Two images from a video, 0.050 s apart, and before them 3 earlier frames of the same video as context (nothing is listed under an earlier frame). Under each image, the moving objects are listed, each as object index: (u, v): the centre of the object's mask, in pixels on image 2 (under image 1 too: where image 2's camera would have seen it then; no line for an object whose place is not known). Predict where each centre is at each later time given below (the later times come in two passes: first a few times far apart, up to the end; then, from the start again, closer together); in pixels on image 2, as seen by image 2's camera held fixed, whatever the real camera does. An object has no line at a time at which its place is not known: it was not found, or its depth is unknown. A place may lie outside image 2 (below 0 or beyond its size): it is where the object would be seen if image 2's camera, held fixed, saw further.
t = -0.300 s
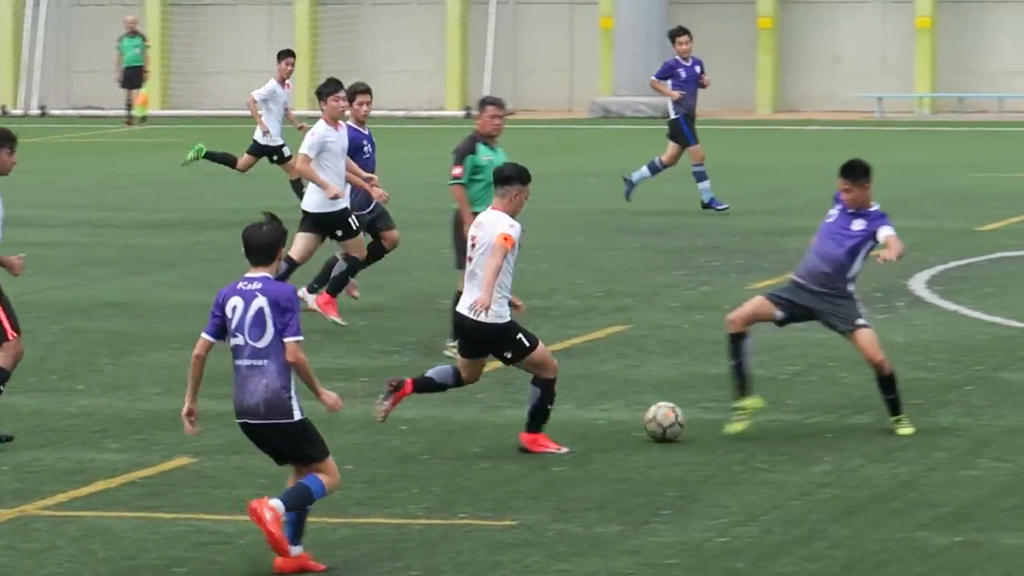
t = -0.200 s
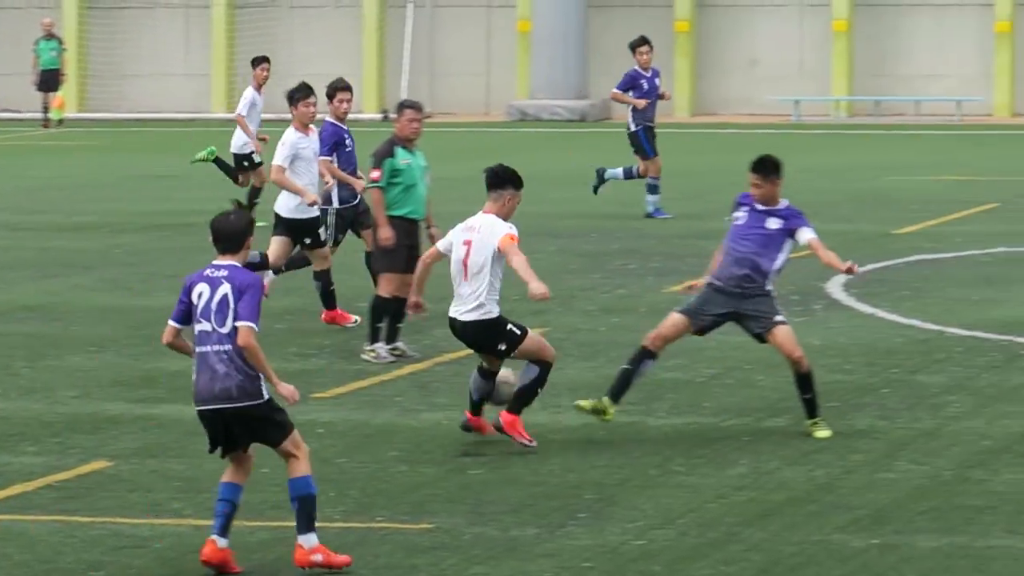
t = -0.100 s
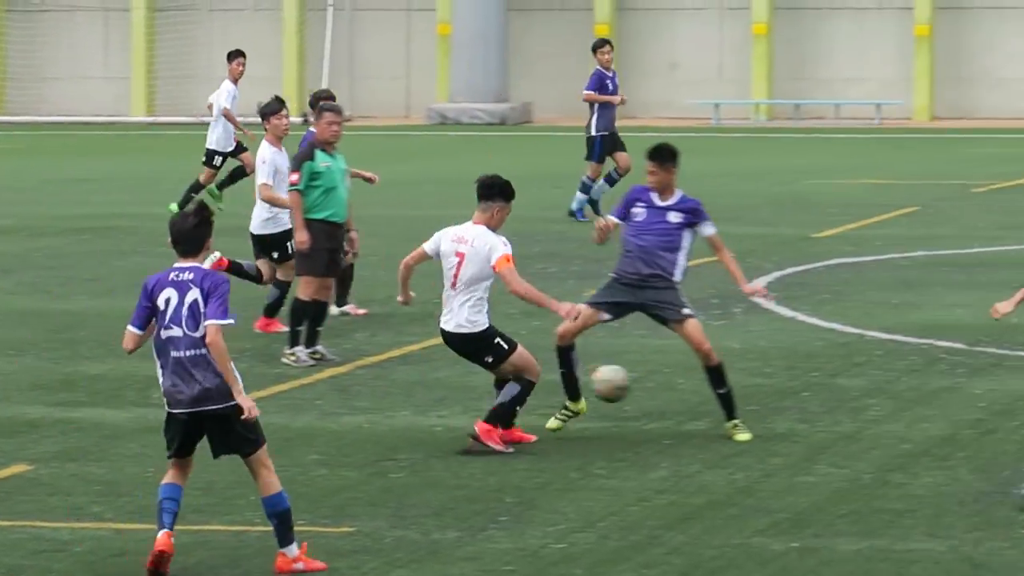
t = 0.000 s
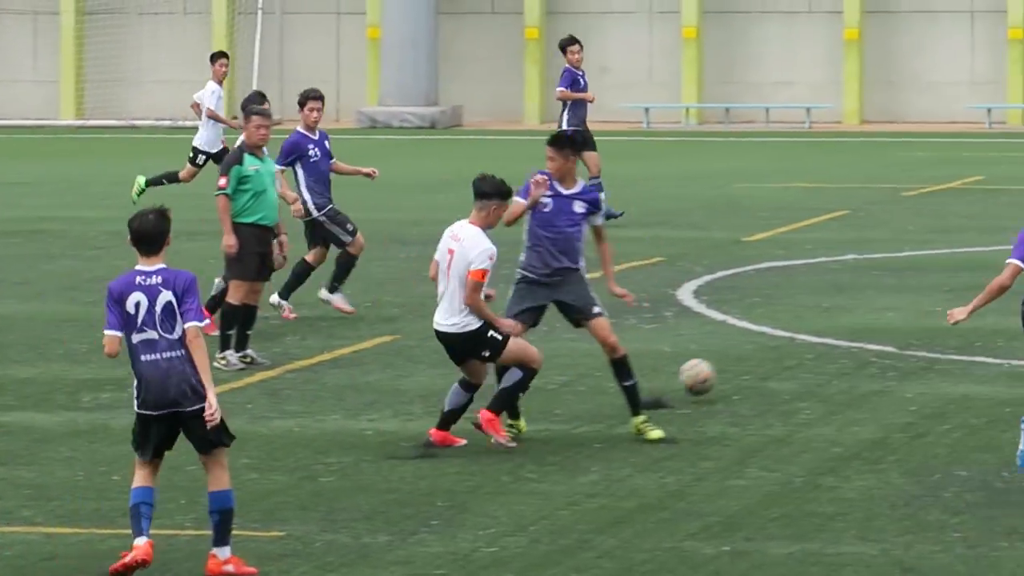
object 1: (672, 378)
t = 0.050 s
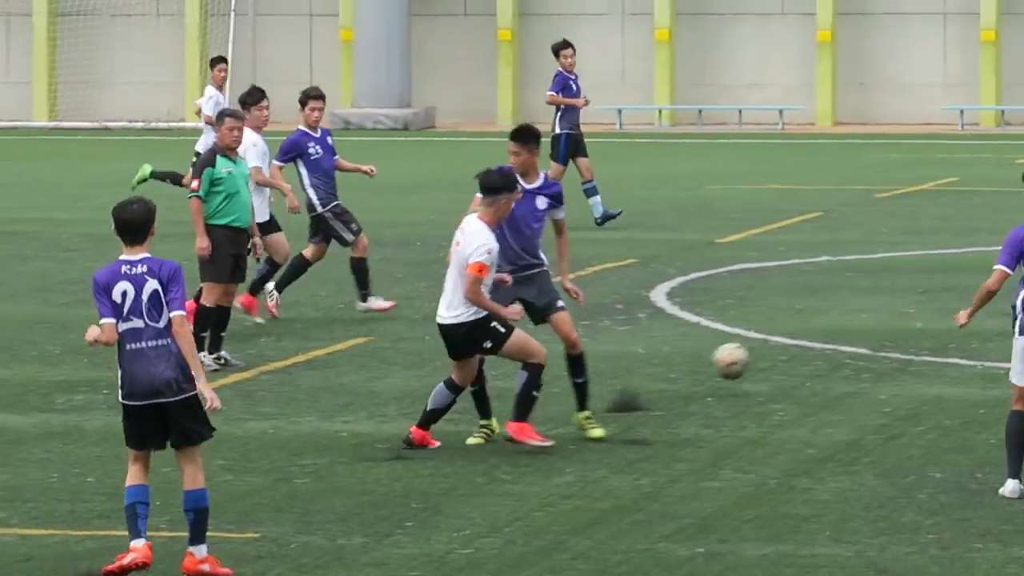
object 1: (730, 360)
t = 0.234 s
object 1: (923, 340)
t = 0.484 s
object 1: (1107, 325)
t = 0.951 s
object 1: (1329, 286)
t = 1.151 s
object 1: (1401, 272)
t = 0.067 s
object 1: (749, 356)
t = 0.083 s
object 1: (769, 352)
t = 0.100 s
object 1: (787, 349)
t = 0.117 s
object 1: (805, 346)
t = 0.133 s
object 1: (823, 343)
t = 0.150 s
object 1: (840, 342)
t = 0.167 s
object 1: (857, 340)
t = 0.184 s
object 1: (874, 339)
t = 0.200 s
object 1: (891, 339)
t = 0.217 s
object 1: (907, 340)
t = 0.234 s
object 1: (923, 340)
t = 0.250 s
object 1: (939, 342)
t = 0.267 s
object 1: (954, 344)
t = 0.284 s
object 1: (969, 344)
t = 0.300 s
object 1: (981, 340)
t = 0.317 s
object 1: (994, 336)
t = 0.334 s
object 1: (1005, 333)
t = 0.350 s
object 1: (1018, 330)
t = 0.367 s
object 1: (1029, 328)
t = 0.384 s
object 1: (1041, 326)
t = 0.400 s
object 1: (1053, 325)
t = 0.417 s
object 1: (1065, 324)
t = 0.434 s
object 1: (1075, 324)
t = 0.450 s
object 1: (1086, 324)
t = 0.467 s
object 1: (1097, 325)
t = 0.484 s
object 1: (1107, 325)
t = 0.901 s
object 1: (1309, 288)
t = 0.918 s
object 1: (1316, 287)
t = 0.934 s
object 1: (1323, 286)
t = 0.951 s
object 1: (1329, 286)
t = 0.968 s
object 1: (1335, 284)
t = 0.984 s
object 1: (1342, 282)
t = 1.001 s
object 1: (1348, 280)
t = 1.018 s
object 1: (1355, 279)
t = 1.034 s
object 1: (1361, 279)
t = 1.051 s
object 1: (1366, 278)
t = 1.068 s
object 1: (1372, 278)
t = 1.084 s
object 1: (1378, 276)
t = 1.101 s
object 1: (1384, 275)
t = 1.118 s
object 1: (1391, 274)
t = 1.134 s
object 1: (1396, 273)
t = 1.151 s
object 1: (1401, 272)
